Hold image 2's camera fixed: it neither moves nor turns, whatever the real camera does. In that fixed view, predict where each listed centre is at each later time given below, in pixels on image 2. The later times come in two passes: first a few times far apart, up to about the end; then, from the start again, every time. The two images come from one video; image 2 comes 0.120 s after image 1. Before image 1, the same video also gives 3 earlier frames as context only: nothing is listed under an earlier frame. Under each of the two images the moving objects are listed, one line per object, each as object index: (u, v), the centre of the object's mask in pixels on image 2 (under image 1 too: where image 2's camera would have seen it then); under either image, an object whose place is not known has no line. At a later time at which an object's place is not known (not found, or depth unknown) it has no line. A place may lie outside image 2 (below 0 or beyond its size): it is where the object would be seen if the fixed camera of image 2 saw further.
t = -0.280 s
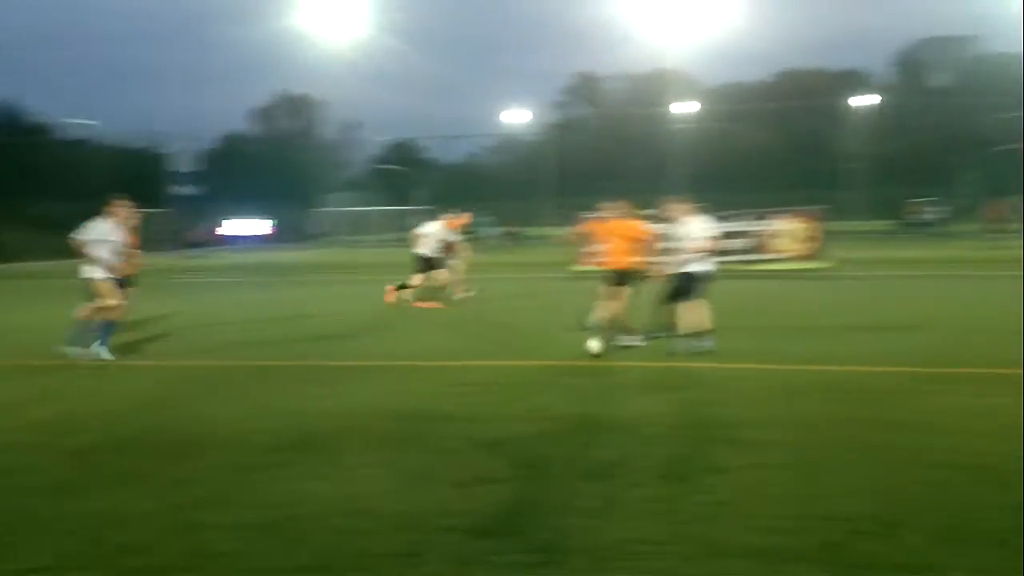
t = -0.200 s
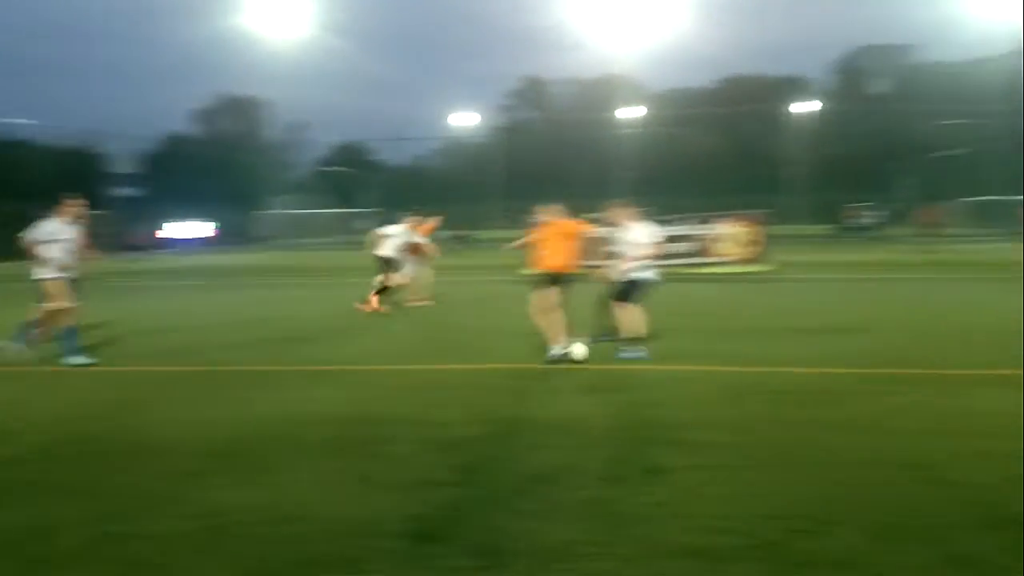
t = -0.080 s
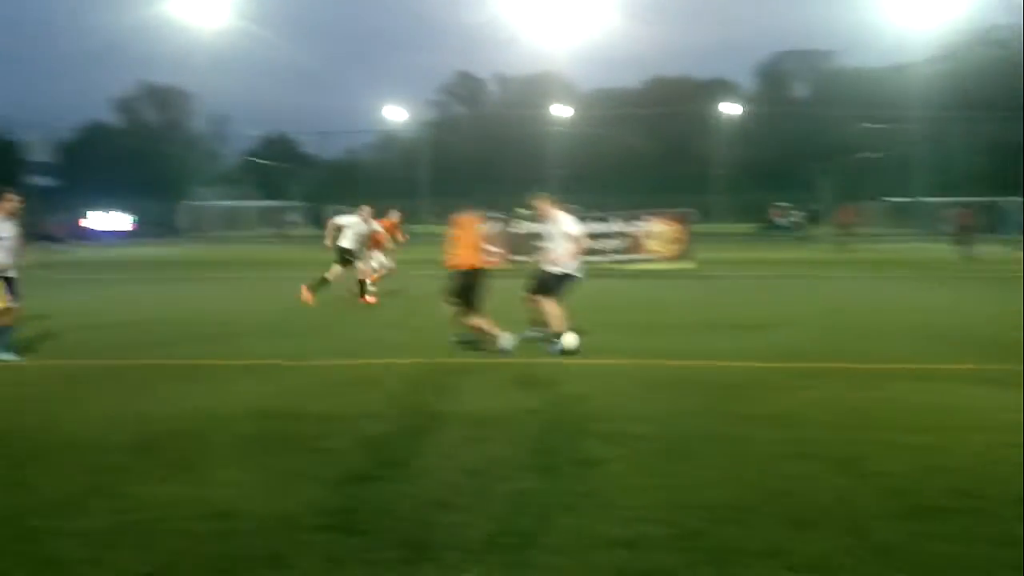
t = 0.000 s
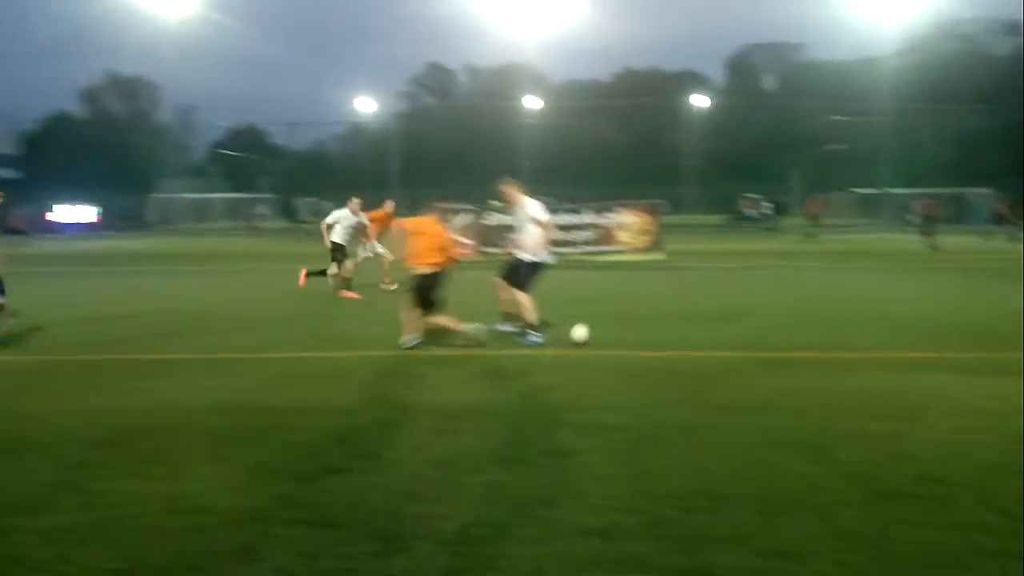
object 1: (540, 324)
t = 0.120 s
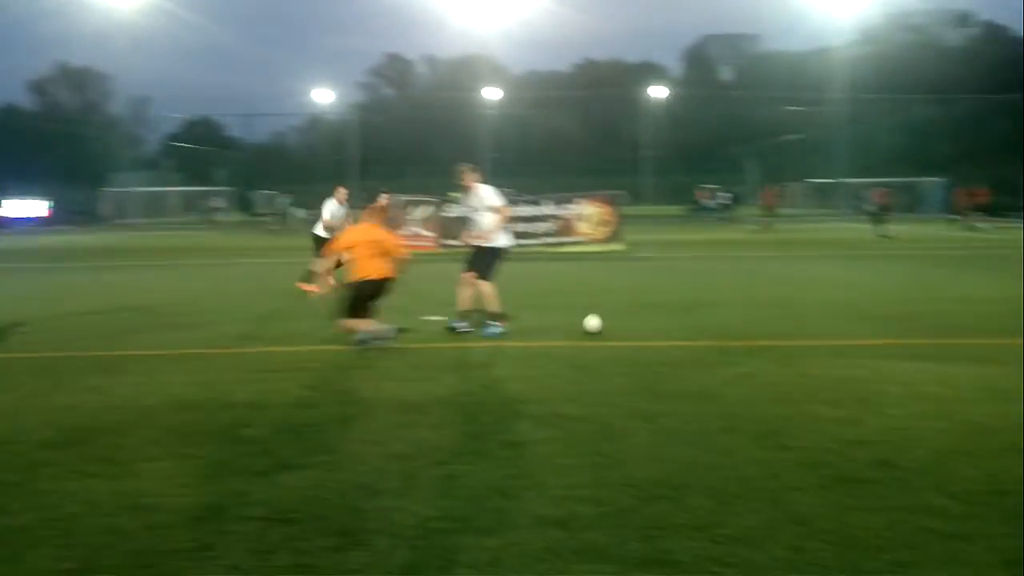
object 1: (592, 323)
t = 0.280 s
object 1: (658, 321)
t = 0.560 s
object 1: (765, 317)
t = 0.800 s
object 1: (851, 311)
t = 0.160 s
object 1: (609, 323)
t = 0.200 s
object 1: (626, 323)
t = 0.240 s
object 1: (642, 322)
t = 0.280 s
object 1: (658, 321)
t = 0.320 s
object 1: (674, 320)
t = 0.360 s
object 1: (688, 320)
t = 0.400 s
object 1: (705, 319)
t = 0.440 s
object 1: (719, 318)
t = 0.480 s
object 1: (734, 318)
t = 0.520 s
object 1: (750, 317)
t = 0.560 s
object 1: (765, 317)
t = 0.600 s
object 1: (780, 316)
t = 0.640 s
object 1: (795, 314)
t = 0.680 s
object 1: (809, 314)
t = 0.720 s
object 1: (823, 312)
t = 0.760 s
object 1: (839, 312)
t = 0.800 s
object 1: (851, 311)
